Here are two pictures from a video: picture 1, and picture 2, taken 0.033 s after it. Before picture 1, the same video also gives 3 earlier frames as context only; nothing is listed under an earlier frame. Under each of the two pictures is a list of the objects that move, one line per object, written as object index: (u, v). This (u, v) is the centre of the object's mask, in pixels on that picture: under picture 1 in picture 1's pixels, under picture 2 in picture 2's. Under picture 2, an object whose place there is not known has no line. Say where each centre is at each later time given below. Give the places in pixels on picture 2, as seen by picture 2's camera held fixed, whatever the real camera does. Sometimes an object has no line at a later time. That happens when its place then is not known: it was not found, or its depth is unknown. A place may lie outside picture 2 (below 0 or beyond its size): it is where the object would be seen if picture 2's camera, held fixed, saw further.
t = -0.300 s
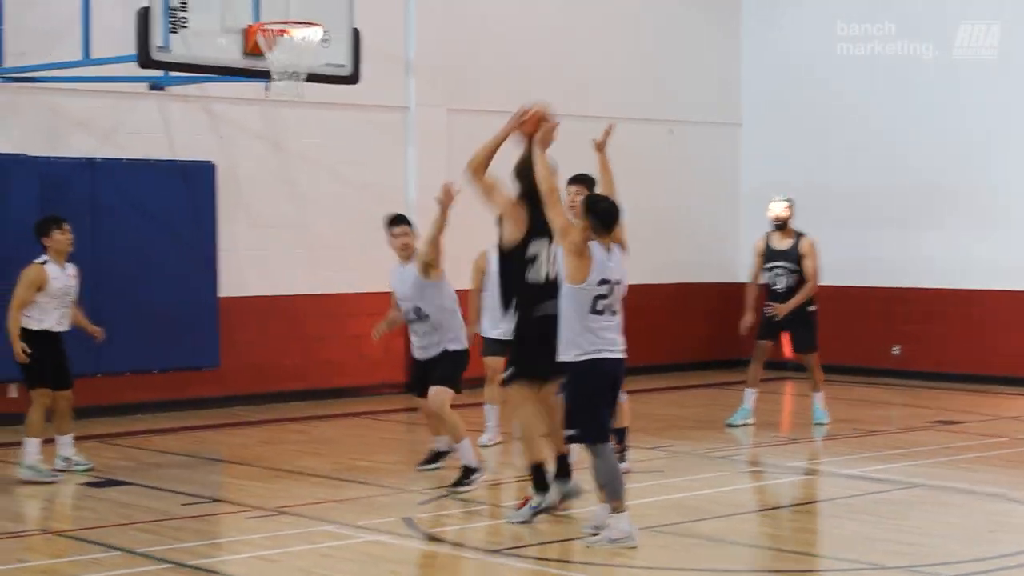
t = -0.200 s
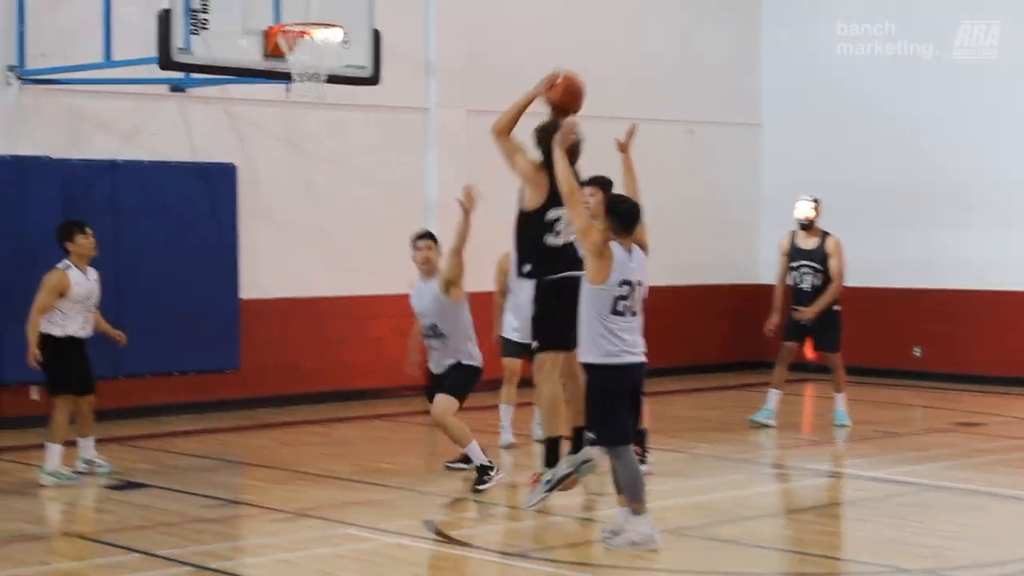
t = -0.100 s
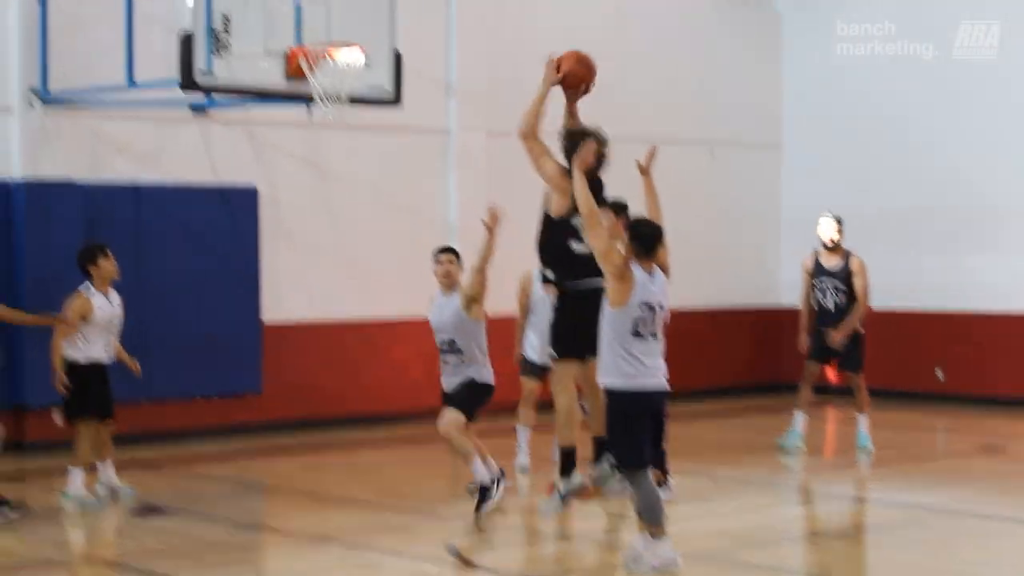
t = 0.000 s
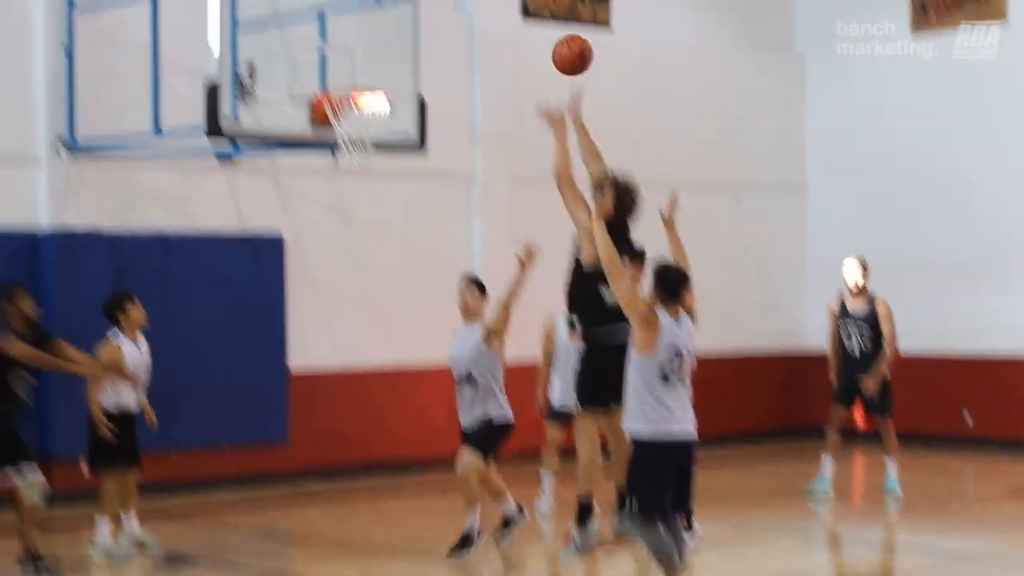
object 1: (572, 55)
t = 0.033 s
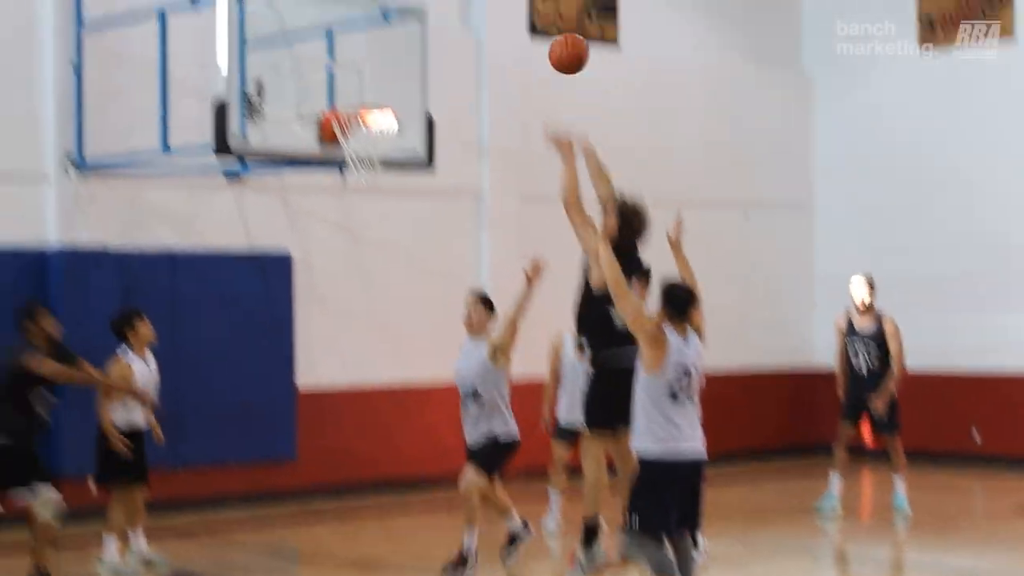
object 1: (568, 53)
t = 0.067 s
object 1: (556, 34)
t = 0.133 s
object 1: (534, 8)
